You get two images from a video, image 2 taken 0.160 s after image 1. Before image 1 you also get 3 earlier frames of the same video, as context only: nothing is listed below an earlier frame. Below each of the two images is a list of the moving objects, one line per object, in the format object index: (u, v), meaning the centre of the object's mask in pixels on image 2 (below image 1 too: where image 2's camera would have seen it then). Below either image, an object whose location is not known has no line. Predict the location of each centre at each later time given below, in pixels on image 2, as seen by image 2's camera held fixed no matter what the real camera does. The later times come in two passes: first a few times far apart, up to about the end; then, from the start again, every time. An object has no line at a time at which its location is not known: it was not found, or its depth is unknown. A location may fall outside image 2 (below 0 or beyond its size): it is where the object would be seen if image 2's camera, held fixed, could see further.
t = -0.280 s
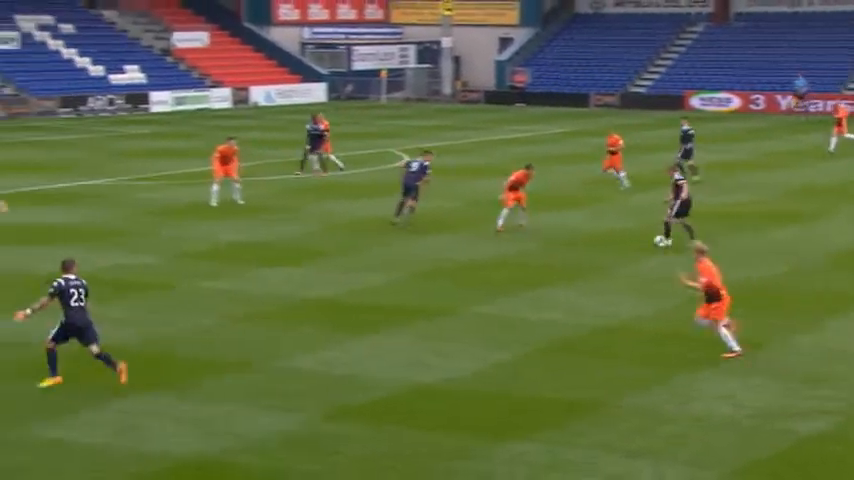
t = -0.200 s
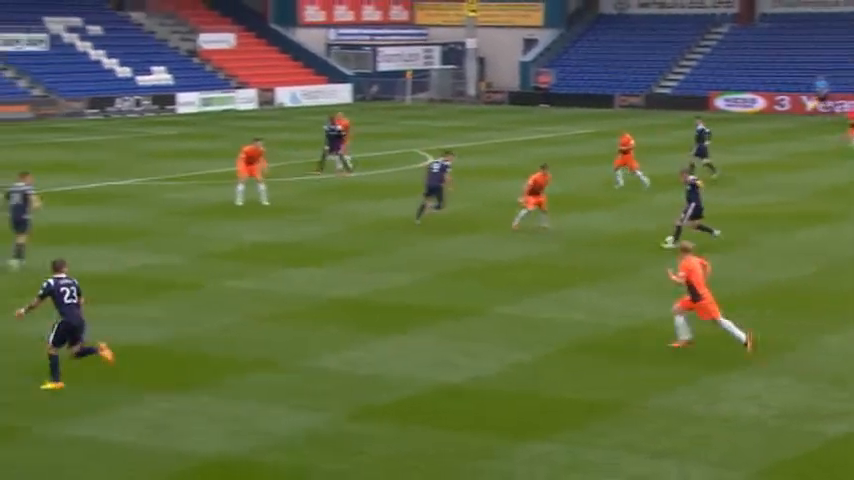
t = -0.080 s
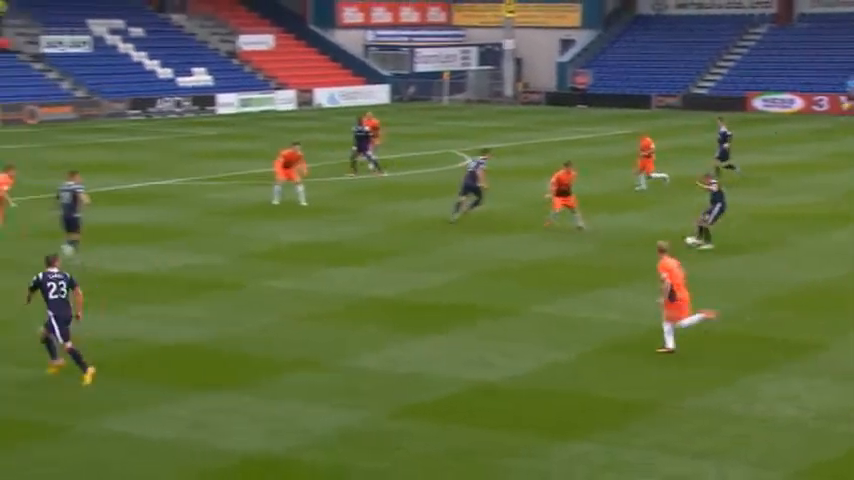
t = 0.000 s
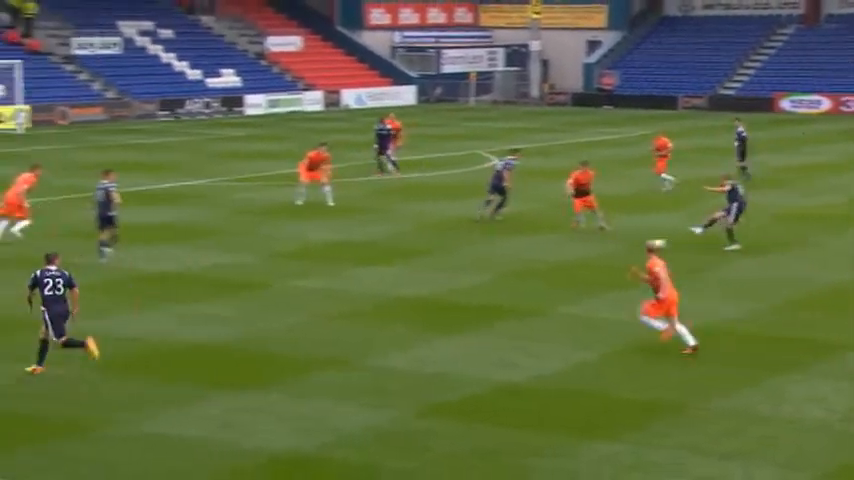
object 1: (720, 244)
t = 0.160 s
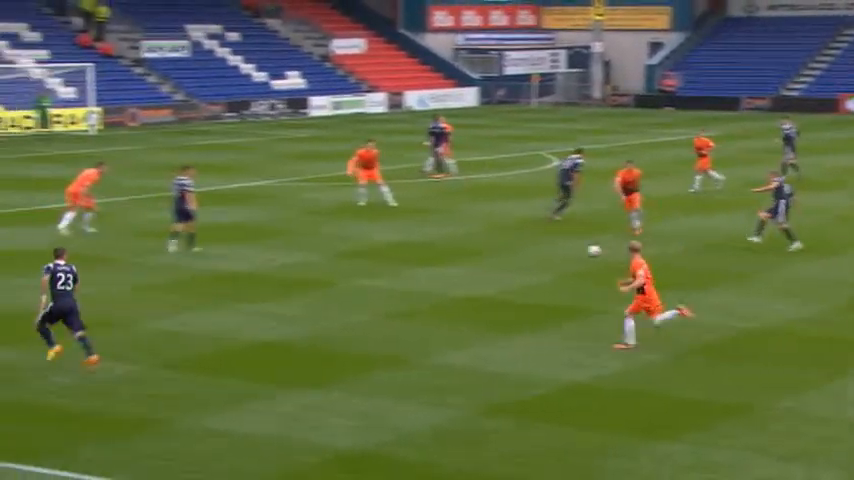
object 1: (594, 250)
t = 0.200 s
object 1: (564, 251)
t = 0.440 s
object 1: (395, 259)
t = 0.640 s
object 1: (269, 264)
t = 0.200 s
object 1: (564, 251)
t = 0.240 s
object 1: (534, 253)
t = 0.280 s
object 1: (505, 254)
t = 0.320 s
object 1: (477, 255)
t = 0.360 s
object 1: (449, 255)
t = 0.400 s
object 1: (422, 257)
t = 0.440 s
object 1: (395, 259)
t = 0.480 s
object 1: (369, 260)
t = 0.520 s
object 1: (344, 261)
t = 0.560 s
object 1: (317, 262)
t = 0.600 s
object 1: (293, 263)
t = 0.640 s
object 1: (269, 264)
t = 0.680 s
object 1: (245, 265)
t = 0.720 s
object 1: (222, 266)
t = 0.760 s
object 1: (200, 266)
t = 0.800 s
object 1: (178, 267)
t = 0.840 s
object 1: (156, 268)
